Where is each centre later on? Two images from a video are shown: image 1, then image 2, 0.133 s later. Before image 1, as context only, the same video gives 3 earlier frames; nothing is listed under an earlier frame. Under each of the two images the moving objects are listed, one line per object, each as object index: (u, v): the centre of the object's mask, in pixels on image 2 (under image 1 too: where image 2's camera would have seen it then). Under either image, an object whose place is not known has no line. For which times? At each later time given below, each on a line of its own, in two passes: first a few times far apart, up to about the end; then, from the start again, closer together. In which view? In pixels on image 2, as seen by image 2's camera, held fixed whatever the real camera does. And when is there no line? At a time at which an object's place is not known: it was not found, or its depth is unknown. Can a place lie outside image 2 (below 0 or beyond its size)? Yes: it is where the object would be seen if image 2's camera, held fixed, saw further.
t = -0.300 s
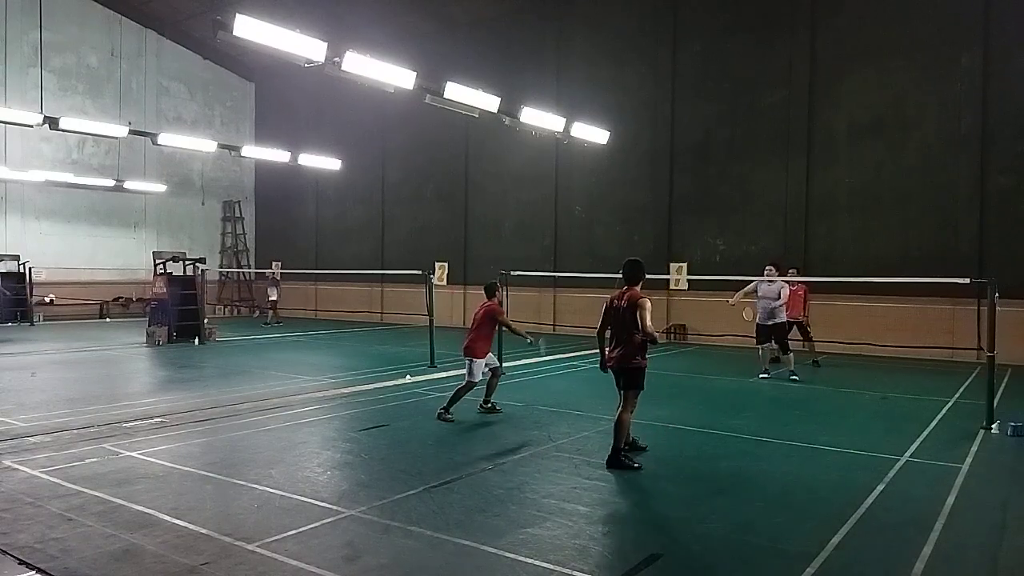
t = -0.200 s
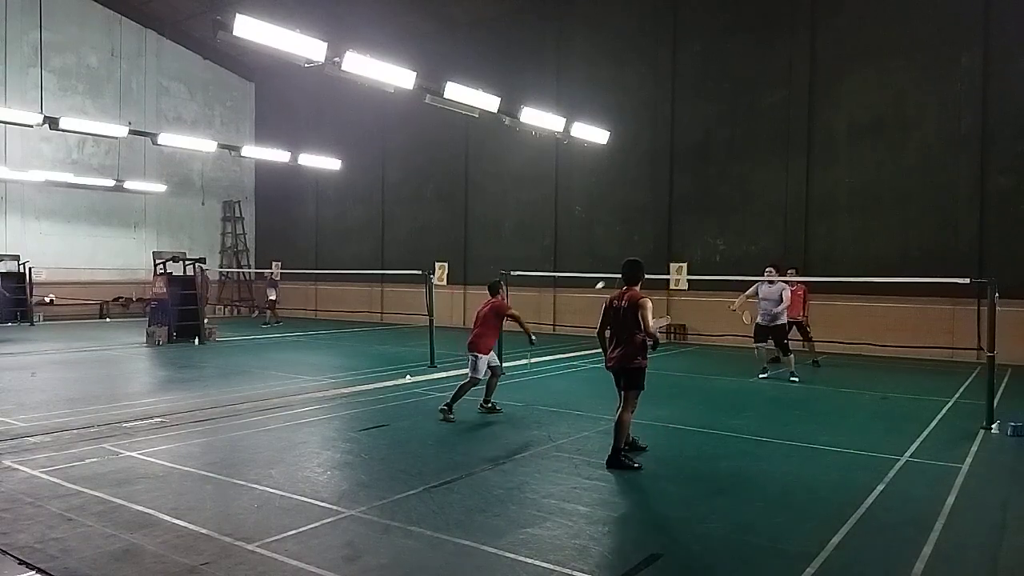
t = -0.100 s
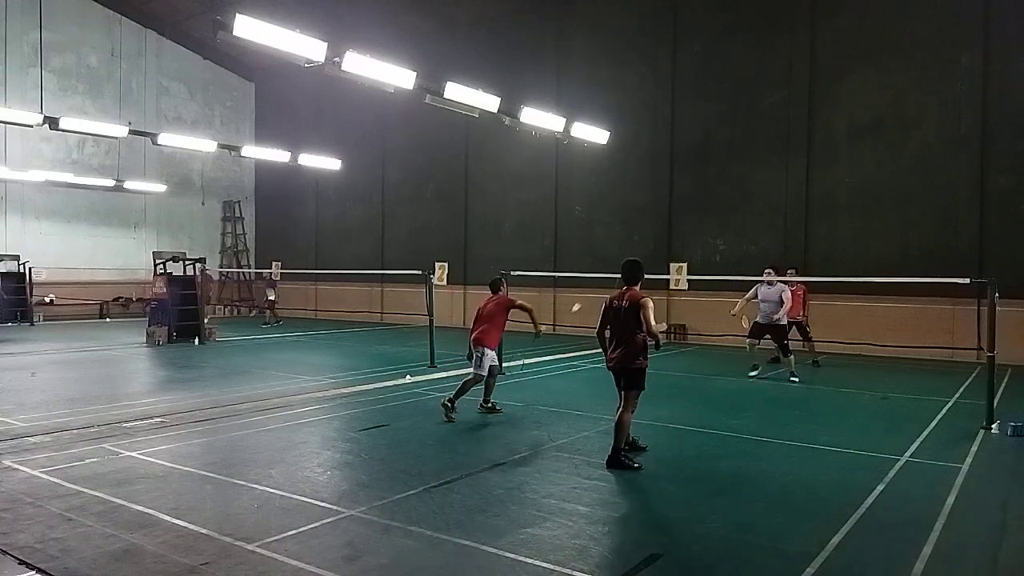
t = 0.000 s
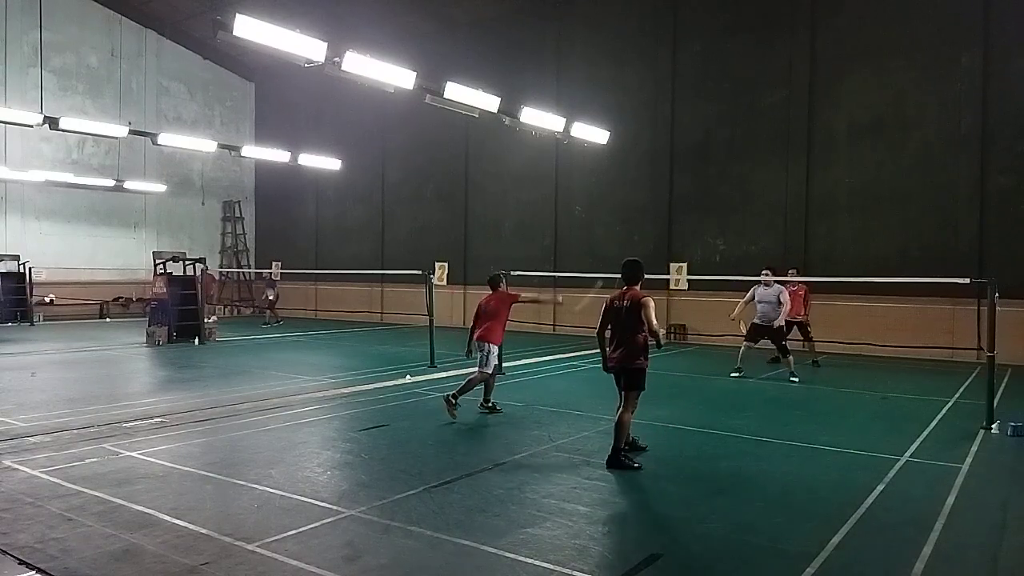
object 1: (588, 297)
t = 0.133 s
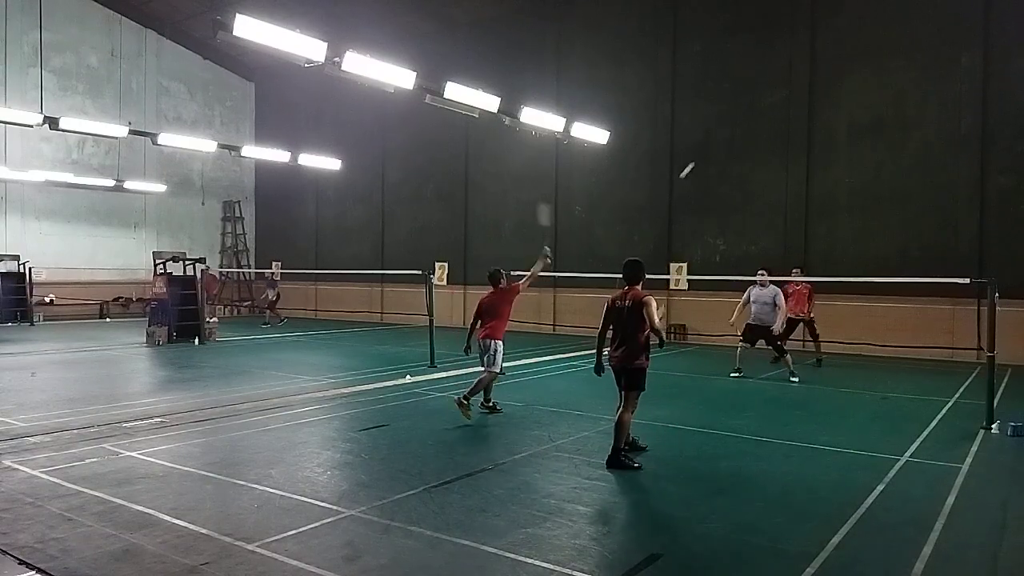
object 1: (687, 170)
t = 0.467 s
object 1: (798, 72)
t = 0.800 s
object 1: (854, 77)
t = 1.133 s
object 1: (889, 136)
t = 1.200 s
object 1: (894, 152)
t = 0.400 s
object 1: (783, 80)
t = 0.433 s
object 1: (790, 75)
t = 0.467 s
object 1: (798, 72)
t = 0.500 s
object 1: (805, 69)
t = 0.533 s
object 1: (812, 67)
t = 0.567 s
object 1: (817, 66)
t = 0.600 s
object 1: (823, 66)
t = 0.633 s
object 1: (829, 66)
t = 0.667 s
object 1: (834, 67)
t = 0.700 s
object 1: (840, 69)
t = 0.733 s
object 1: (844, 71)
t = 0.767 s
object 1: (849, 74)
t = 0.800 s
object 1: (854, 77)
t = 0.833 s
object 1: (858, 81)
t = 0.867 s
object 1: (862, 85)
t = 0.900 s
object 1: (866, 91)
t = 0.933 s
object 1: (870, 96)
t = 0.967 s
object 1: (873, 102)
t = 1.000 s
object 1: (877, 108)
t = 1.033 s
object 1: (880, 114)
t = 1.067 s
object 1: (883, 121)
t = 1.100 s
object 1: (886, 129)
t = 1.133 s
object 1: (889, 136)
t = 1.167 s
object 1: (892, 144)
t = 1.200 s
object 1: (894, 152)
